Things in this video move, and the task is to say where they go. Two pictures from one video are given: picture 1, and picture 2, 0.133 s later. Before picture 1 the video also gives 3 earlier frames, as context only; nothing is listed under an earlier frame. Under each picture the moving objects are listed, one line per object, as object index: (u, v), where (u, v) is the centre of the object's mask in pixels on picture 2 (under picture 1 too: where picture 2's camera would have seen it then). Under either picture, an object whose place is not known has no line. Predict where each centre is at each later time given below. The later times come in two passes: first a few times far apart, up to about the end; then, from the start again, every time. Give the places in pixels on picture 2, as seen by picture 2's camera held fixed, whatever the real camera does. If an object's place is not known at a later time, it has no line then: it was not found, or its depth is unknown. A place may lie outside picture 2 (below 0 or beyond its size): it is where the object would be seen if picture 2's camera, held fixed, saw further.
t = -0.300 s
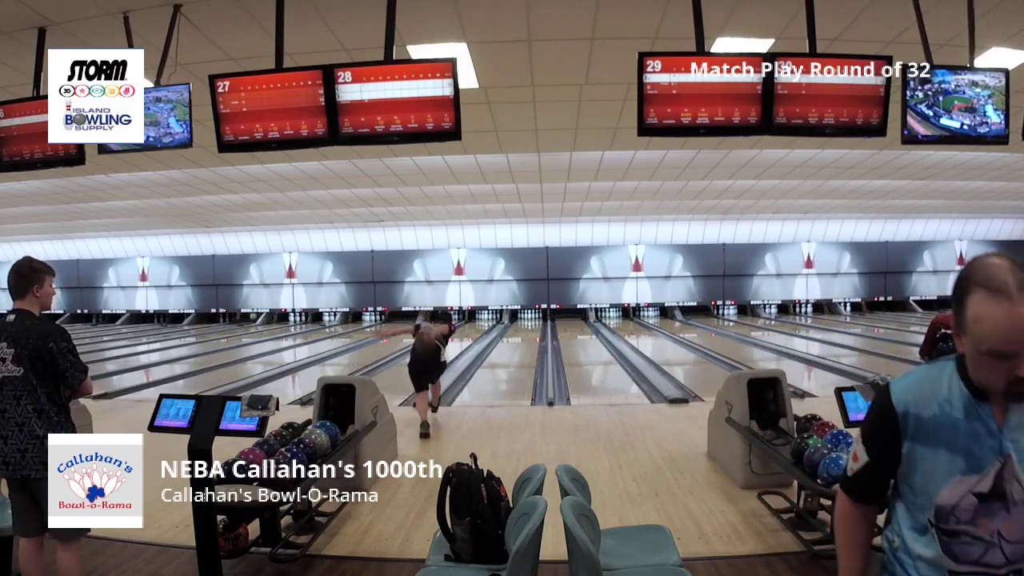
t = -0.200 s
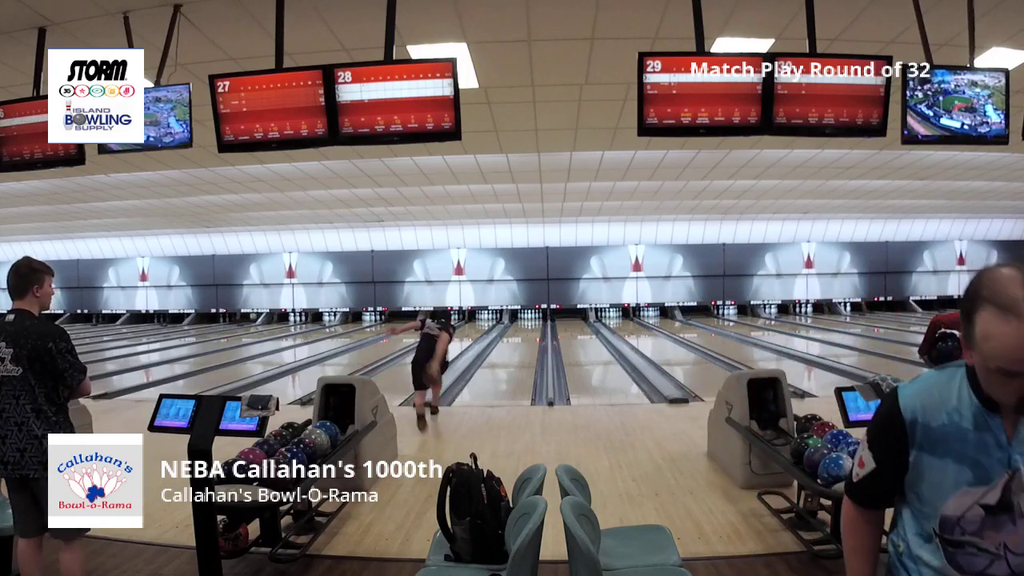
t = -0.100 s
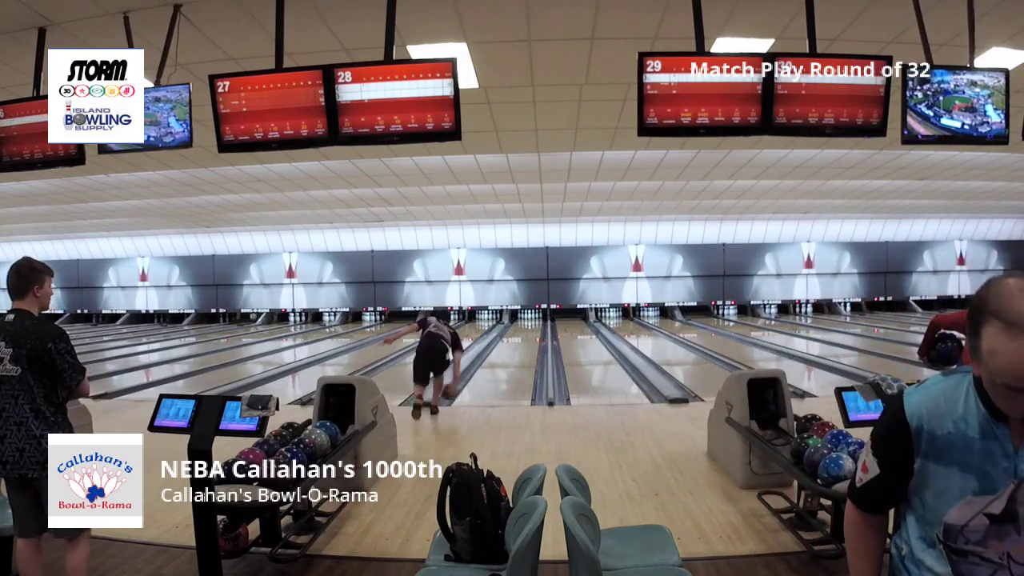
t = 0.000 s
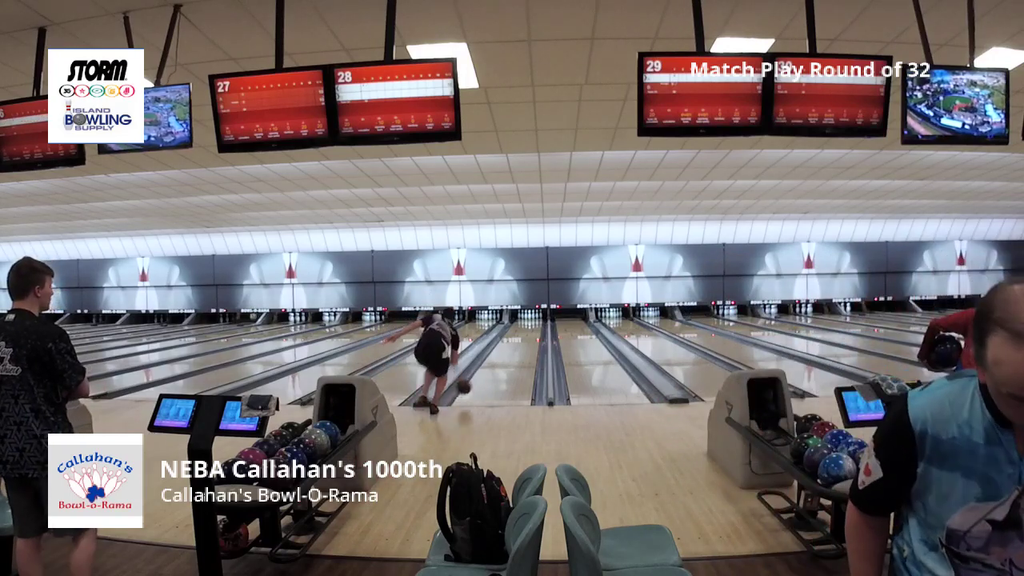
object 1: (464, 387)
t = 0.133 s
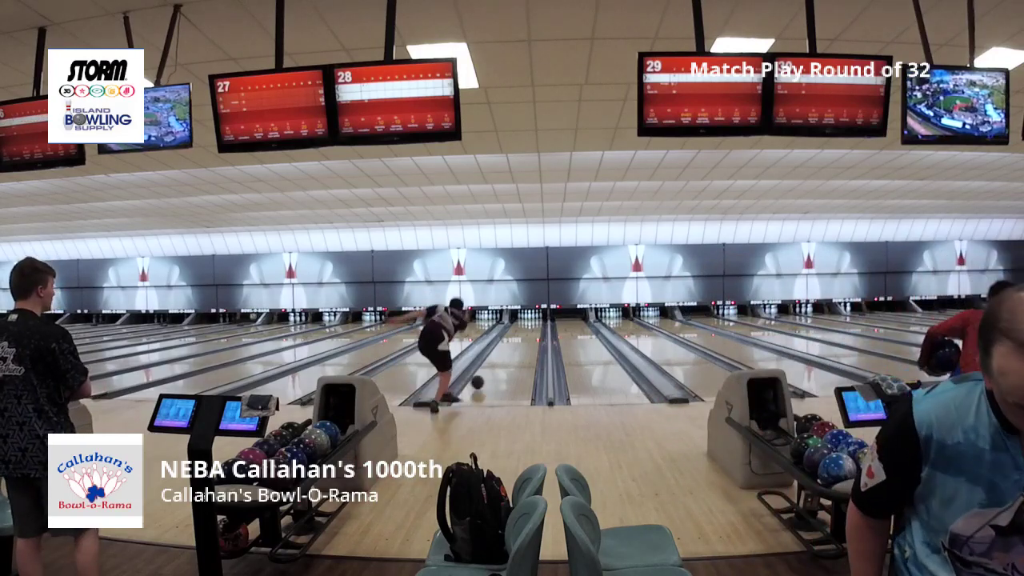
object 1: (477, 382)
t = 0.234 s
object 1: (486, 375)
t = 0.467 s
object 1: (501, 361)
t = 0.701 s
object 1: (512, 350)
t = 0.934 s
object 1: (520, 342)
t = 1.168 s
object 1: (527, 336)
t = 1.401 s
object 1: (532, 331)
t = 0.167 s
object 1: (480, 379)
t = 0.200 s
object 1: (483, 377)
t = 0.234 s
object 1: (486, 375)
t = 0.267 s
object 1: (488, 372)
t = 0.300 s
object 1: (490, 370)
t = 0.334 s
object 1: (493, 368)
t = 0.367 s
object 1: (494, 366)
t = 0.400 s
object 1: (497, 364)
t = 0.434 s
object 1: (499, 362)
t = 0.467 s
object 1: (501, 361)
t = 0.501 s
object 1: (502, 359)
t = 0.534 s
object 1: (504, 357)
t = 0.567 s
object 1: (506, 356)
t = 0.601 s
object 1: (507, 354)
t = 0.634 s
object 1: (509, 353)
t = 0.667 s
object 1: (510, 352)
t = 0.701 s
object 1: (512, 350)
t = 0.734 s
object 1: (513, 349)
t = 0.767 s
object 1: (514, 348)
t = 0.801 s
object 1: (516, 347)
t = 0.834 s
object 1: (517, 346)
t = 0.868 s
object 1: (518, 344)
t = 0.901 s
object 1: (519, 343)
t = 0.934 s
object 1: (520, 342)
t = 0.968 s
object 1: (521, 341)
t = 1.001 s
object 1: (522, 340)
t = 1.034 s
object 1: (523, 339)
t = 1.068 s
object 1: (524, 339)
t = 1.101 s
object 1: (525, 338)
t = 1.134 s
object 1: (526, 337)
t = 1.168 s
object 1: (527, 336)
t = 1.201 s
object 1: (528, 336)
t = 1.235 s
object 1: (528, 335)
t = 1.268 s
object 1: (529, 334)
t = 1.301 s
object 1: (530, 333)
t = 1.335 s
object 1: (530, 333)
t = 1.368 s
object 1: (531, 332)
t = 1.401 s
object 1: (532, 331)
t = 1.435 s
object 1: (532, 331)
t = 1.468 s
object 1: (533, 330)
